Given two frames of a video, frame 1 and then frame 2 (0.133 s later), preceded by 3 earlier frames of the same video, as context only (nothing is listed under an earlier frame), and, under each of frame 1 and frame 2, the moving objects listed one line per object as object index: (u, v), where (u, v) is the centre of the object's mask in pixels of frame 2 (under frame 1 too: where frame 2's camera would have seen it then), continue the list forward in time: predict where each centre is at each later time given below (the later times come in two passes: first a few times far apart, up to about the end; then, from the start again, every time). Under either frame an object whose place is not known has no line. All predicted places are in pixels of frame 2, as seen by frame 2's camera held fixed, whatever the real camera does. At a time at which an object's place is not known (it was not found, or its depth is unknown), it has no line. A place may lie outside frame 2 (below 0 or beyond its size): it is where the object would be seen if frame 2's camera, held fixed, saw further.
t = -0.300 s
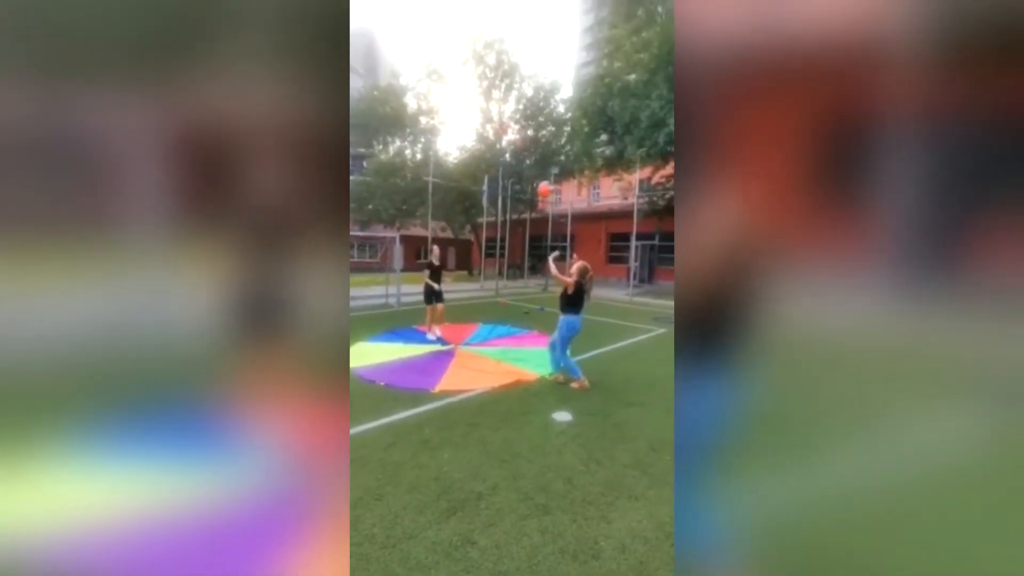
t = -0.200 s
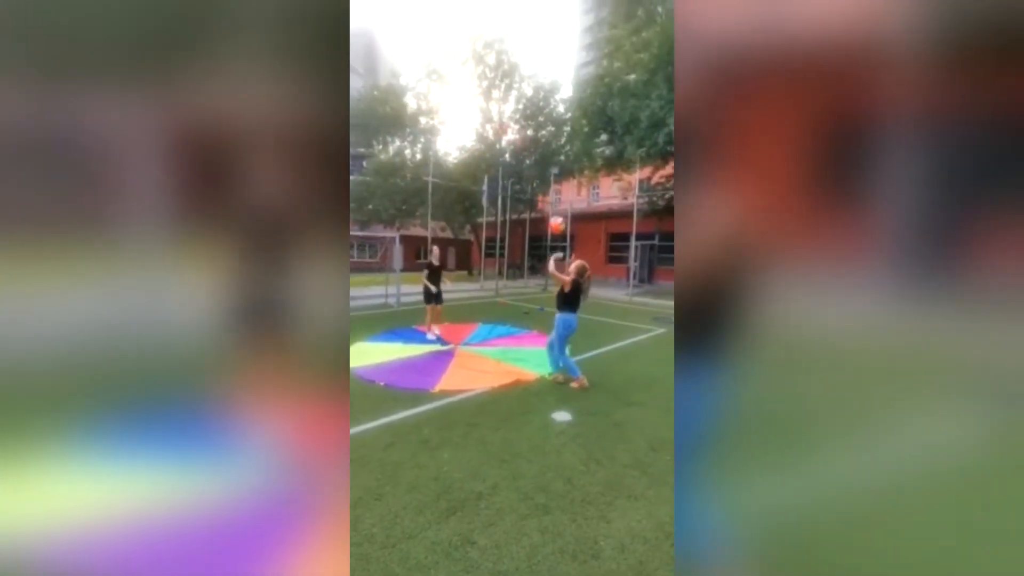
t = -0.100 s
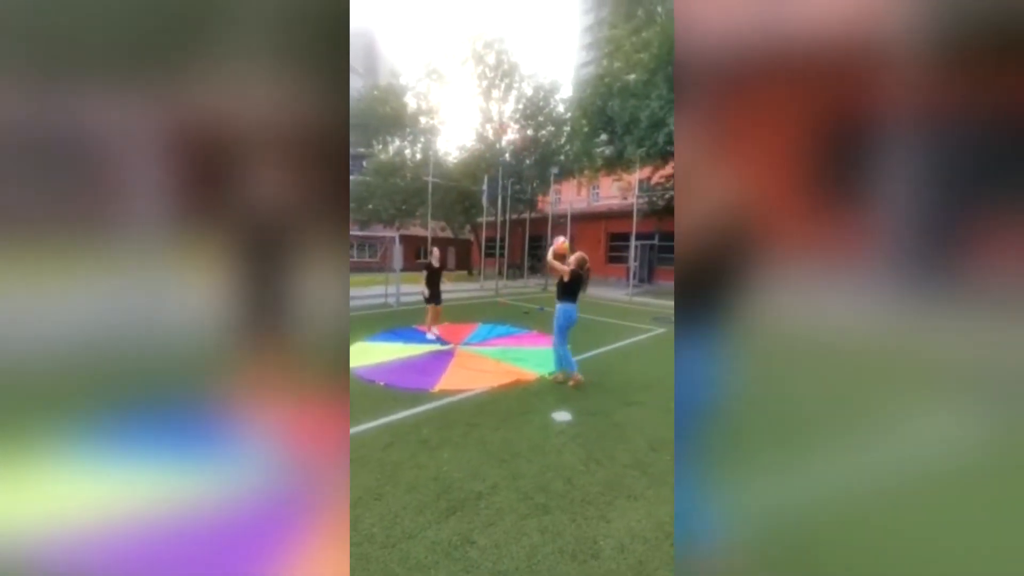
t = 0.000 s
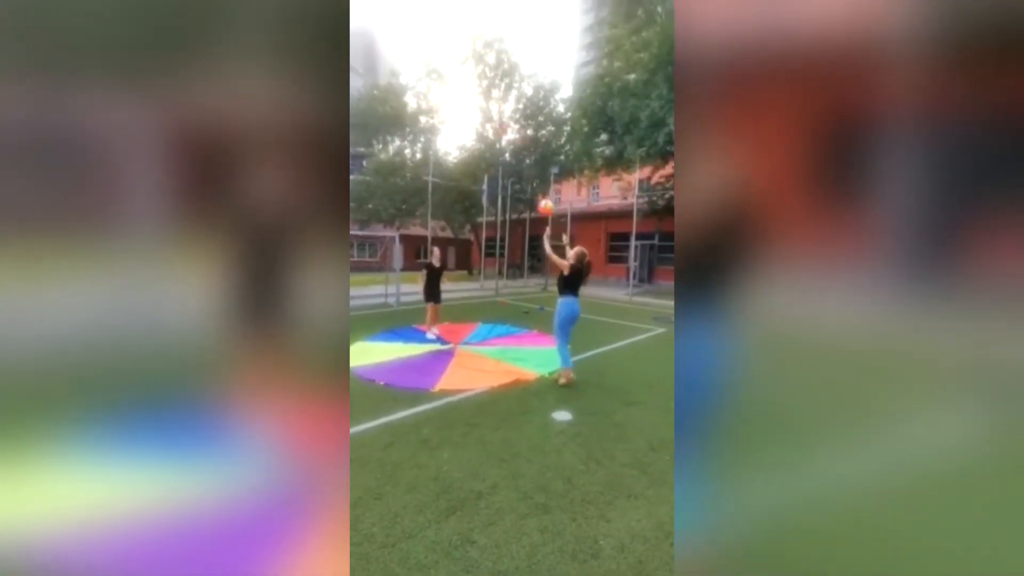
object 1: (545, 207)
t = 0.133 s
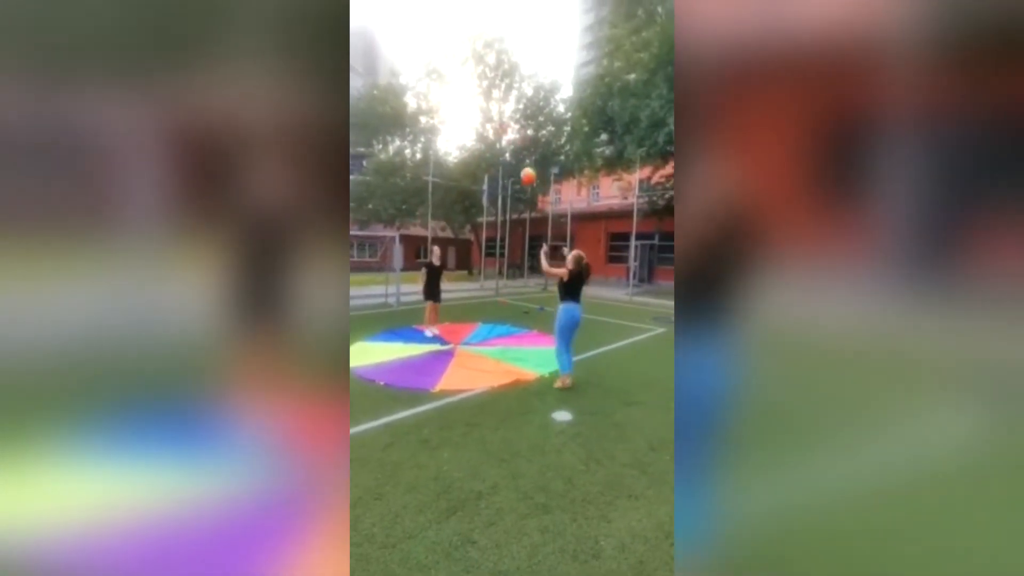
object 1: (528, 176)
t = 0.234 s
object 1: (516, 162)
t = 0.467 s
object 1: (489, 158)
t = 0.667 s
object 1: (467, 181)
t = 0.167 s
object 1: (523, 170)
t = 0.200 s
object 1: (520, 165)
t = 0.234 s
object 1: (516, 162)
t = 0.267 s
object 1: (511, 159)
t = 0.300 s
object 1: (507, 157)
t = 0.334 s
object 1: (503, 156)
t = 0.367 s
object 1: (499, 155)
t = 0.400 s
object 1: (496, 155)
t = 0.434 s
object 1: (492, 156)
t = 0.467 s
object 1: (489, 158)
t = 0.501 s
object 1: (484, 160)
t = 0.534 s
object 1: (480, 163)
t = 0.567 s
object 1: (477, 166)
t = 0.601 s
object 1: (473, 171)
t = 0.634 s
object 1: (470, 176)
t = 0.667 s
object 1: (467, 181)
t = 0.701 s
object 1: (463, 187)
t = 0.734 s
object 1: (461, 194)
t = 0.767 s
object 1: (458, 200)
